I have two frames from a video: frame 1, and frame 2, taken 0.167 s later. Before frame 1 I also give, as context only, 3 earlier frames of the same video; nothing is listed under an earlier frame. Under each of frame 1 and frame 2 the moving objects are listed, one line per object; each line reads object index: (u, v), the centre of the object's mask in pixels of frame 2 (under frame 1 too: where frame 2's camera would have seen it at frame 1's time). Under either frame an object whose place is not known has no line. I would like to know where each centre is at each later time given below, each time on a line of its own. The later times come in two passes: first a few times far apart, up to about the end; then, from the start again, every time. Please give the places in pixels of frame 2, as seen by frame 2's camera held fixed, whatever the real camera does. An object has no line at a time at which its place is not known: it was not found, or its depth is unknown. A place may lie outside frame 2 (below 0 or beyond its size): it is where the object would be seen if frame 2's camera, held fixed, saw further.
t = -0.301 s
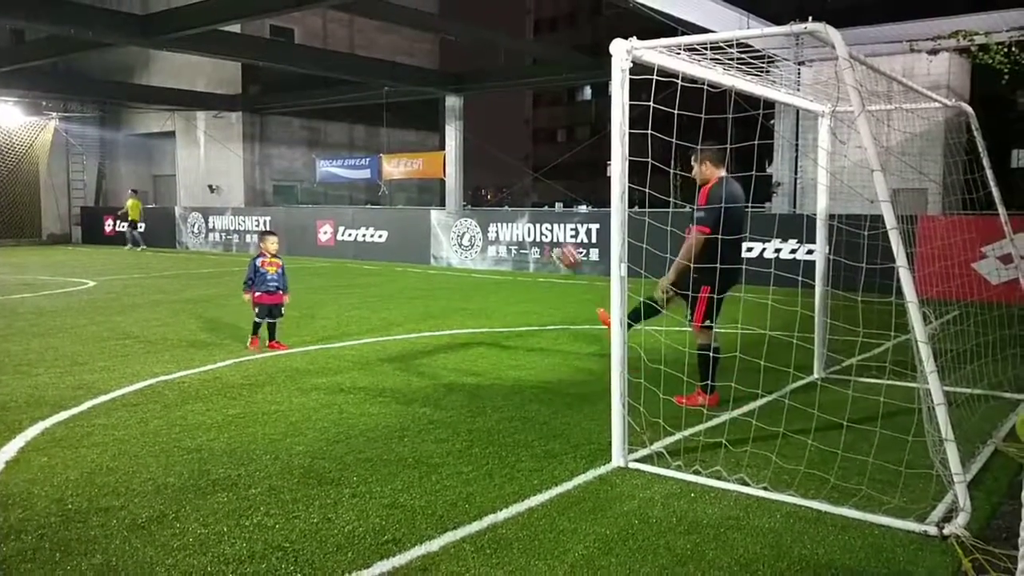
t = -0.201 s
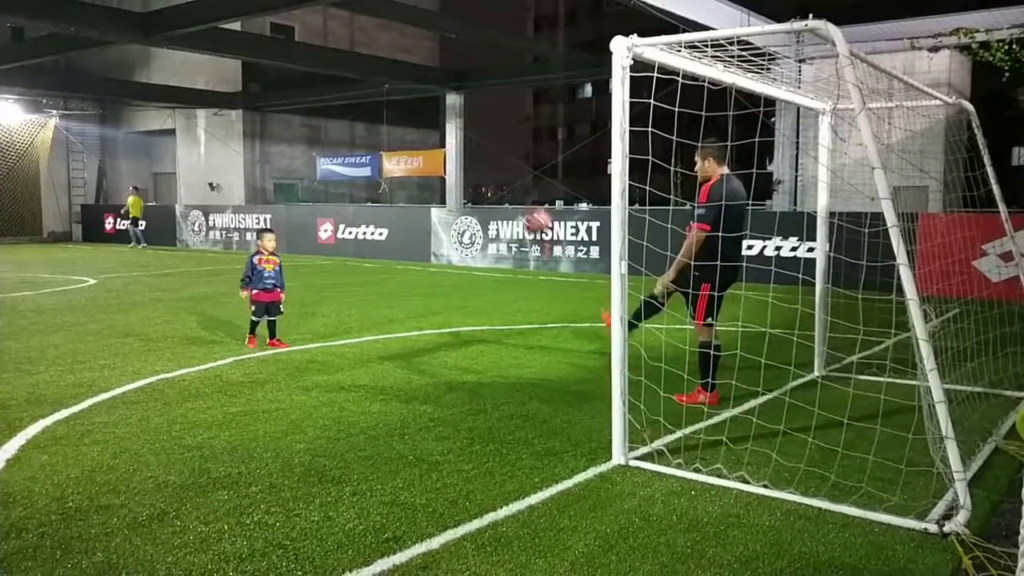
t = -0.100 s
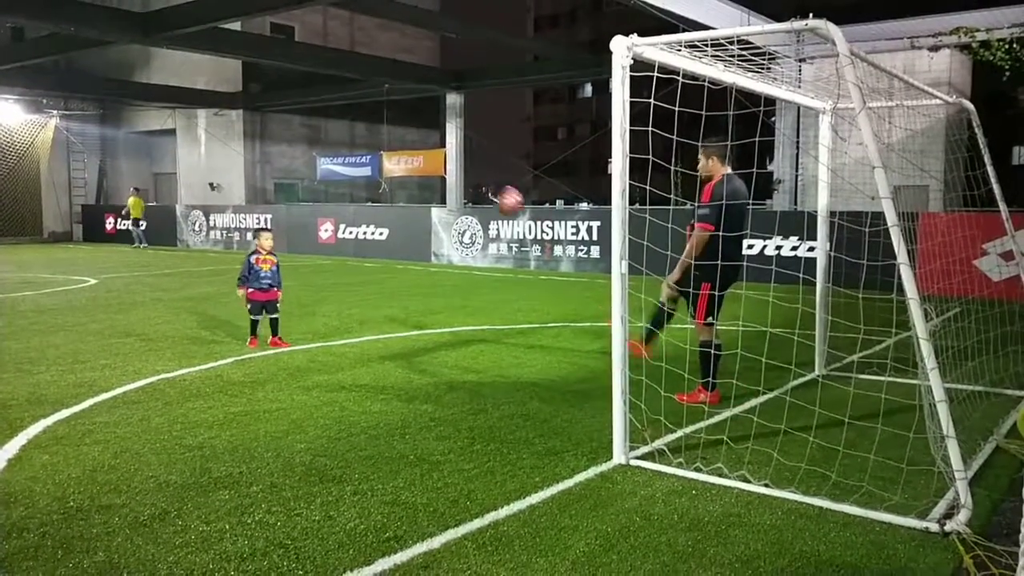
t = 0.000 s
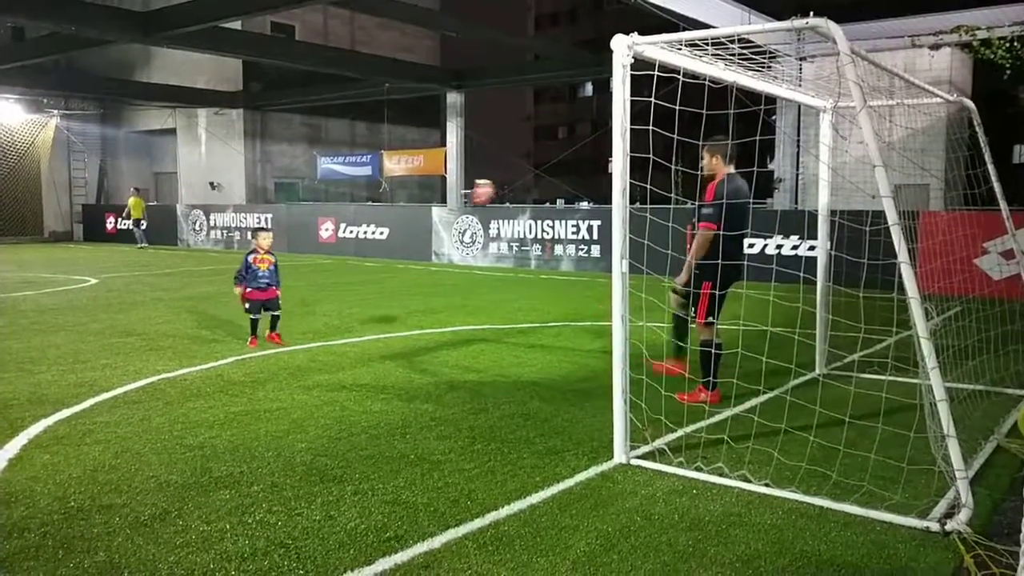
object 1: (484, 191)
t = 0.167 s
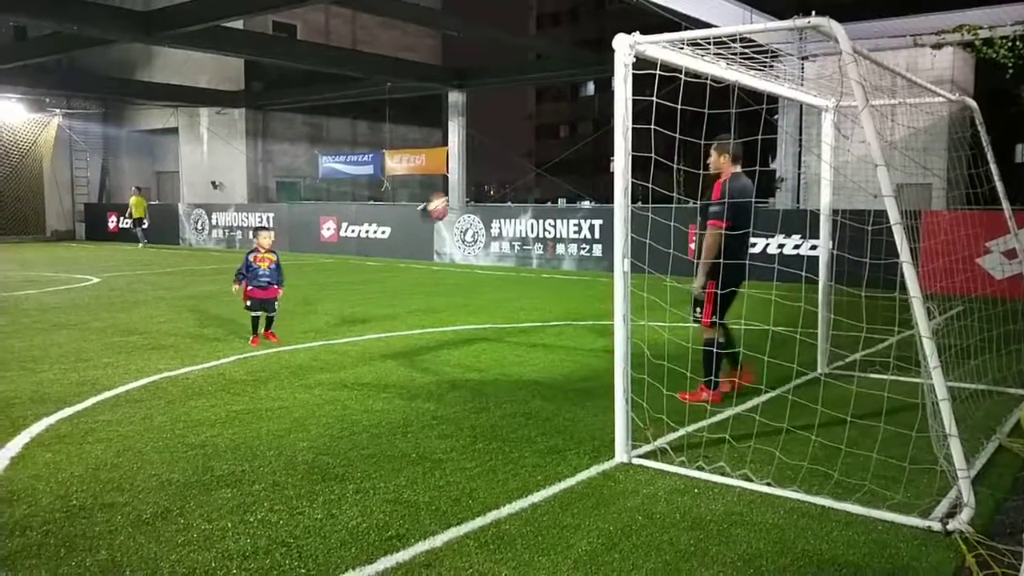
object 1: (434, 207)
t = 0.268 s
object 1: (407, 232)
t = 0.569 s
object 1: (342, 324)
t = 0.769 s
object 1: (317, 272)
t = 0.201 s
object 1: (424, 214)
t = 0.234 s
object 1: (416, 222)
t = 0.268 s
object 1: (407, 232)
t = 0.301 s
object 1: (399, 244)
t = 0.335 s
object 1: (391, 257)
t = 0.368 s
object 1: (383, 271)
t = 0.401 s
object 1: (374, 285)
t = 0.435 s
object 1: (367, 299)
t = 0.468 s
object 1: (359, 317)
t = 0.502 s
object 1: (352, 336)
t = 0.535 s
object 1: (345, 335)
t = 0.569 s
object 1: (342, 324)
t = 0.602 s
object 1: (337, 313)
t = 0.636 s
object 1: (333, 302)
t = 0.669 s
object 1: (329, 292)
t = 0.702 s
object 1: (325, 284)
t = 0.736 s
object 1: (321, 278)
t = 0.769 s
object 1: (317, 272)
